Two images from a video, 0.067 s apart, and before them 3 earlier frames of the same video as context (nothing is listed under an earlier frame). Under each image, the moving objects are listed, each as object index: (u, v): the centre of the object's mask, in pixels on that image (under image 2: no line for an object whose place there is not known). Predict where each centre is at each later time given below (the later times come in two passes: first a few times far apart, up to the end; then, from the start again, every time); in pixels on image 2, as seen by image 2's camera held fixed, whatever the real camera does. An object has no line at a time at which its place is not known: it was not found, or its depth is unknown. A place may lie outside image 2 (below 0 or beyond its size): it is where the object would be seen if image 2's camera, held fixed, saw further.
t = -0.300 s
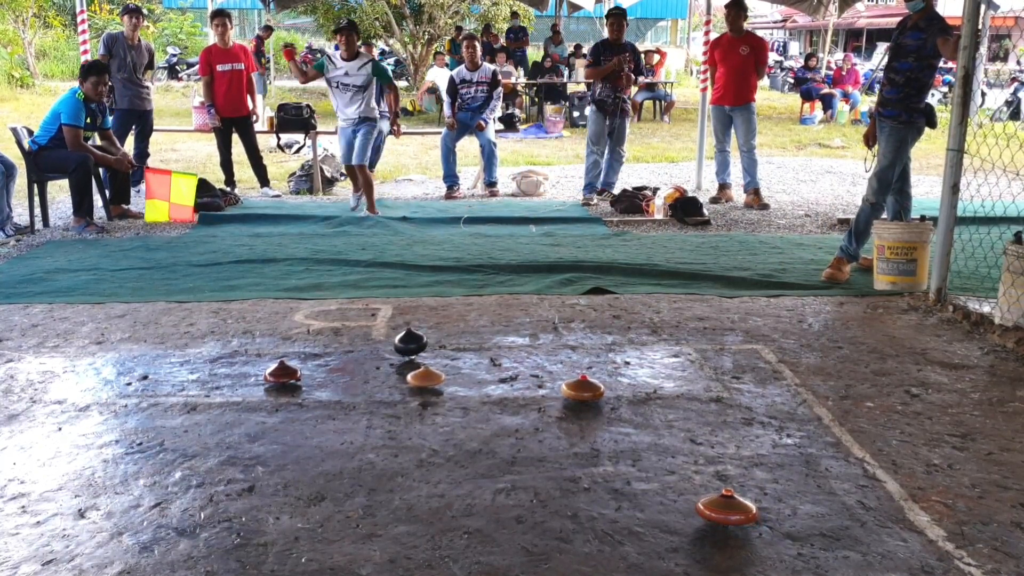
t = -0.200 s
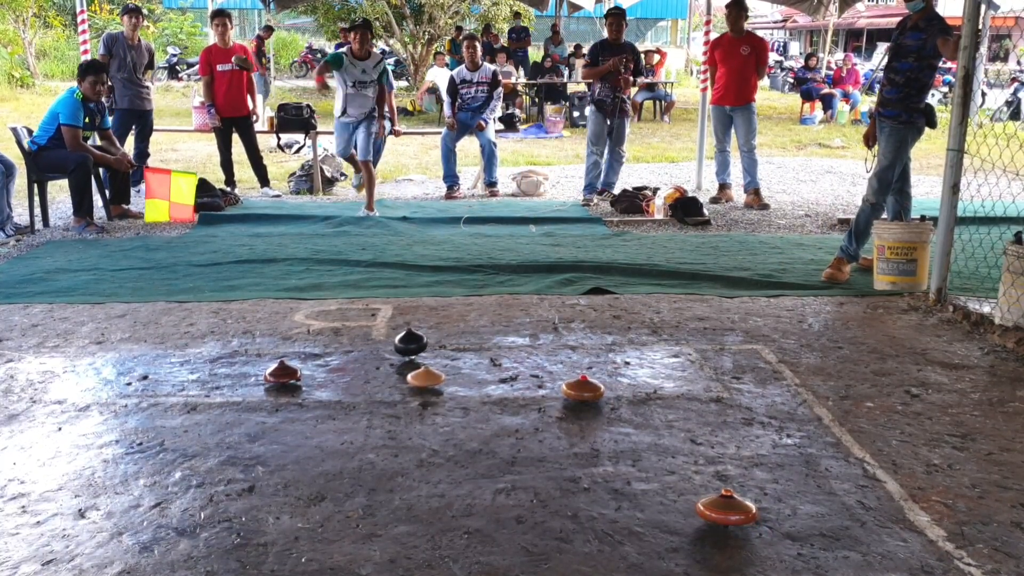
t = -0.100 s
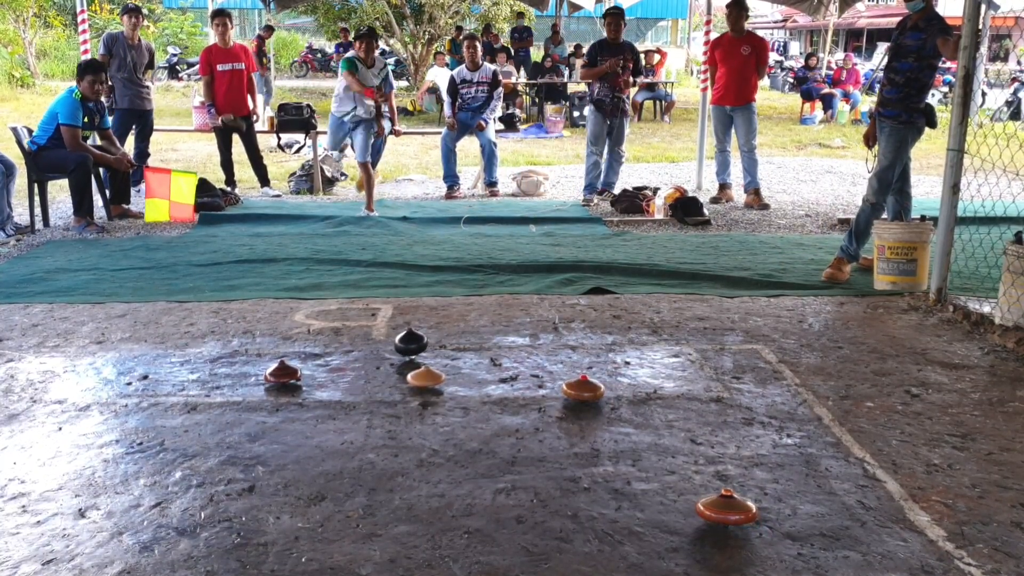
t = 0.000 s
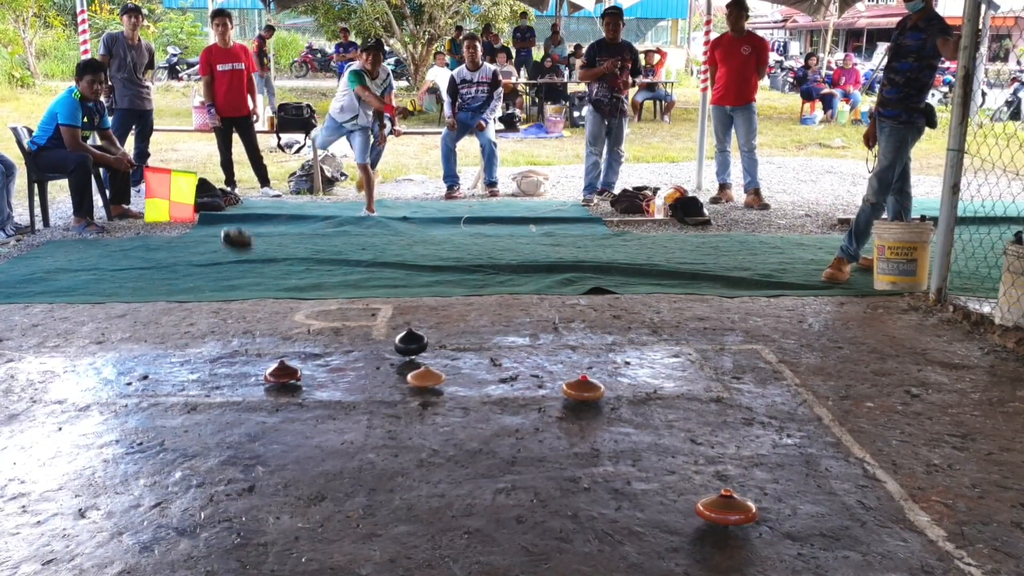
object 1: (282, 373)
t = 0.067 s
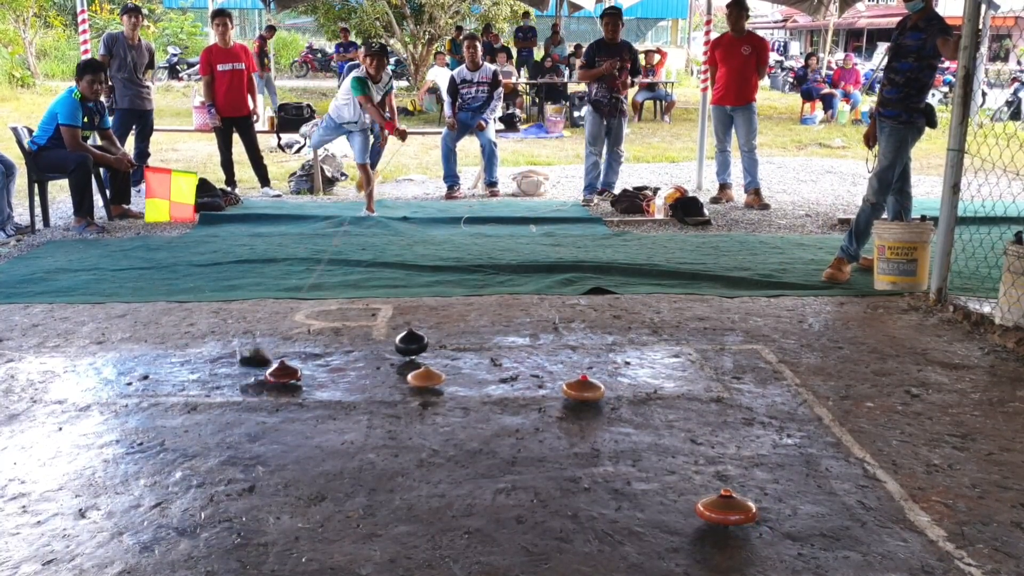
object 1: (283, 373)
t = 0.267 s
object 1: (395, 381)
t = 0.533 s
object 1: (490, 427)
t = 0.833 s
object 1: (521, 440)
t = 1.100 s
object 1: (534, 445)
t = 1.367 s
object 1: (544, 447)
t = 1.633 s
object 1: (546, 448)
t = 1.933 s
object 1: (546, 448)
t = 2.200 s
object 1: (546, 449)
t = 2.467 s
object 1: (545, 449)
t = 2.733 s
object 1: (545, 449)
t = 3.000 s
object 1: (545, 450)
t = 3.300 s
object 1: (545, 450)
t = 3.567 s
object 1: (546, 451)
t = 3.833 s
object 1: (546, 451)
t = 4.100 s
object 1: (546, 452)
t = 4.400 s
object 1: (546, 452)
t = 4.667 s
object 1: (546, 453)
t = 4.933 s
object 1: (547, 453)
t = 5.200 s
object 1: (547, 453)
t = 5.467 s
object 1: (548, 453)
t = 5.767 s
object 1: (548, 453)
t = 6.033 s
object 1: (548, 453)
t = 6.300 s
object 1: (548, 453)
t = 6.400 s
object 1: (548, 453)
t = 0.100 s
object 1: (297, 368)
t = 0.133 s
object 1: (315, 364)
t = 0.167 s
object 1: (334, 364)
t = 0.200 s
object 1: (354, 366)
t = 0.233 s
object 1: (375, 372)
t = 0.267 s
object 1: (395, 381)
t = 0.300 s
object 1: (417, 393)
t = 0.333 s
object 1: (440, 409)
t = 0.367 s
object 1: (453, 413)
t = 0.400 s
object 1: (462, 413)
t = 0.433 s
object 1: (471, 417)
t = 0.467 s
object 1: (480, 422)
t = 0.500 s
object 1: (485, 423)
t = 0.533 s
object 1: (490, 427)
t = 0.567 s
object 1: (495, 429)
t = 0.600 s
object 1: (499, 431)
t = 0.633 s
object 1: (502, 433)
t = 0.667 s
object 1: (506, 435)
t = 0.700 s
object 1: (509, 436)
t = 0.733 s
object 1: (512, 438)
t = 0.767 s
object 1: (515, 439)
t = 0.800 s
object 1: (518, 440)
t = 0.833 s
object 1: (521, 440)
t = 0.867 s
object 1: (523, 441)
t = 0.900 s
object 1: (525, 442)
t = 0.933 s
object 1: (527, 443)
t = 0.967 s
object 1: (529, 443)
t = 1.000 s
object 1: (530, 444)
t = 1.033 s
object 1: (531, 444)
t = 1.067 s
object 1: (533, 445)
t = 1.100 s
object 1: (534, 445)
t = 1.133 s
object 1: (535, 446)
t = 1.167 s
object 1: (537, 446)
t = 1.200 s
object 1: (538, 447)
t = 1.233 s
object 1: (540, 447)
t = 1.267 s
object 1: (541, 447)
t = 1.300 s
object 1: (542, 447)
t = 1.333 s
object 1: (543, 447)
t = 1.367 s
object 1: (544, 447)
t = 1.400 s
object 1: (545, 448)
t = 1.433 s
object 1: (546, 448)
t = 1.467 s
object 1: (546, 448)
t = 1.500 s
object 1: (546, 448)
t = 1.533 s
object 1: (546, 448)
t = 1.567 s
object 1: (546, 448)
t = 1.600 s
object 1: (546, 448)
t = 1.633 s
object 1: (546, 448)
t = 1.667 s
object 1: (546, 448)
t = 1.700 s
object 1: (546, 448)
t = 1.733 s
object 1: (546, 448)
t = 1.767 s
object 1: (546, 448)
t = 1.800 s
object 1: (546, 448)
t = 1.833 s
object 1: (546, 448)
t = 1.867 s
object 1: (546, 448)
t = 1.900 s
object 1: (546, 448)
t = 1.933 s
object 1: (546, 448)
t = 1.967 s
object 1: (546, 448)
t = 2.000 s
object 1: (546, 448)
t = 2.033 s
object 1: (546, 448)
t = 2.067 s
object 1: (546, 448)
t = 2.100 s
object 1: (546, 448)
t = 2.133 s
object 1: (546, 448)
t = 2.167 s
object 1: (546, 449)
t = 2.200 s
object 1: (546, 449)
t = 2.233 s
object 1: (546, 449)
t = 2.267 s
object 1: (545, 449)
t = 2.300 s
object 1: (545, 449)
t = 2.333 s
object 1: (546, 448)
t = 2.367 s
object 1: (545, 449)
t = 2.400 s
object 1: (545, 449)
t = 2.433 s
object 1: (545, 449)
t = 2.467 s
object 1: (545, 449)
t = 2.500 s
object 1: (545, 449)
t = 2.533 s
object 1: (545, 449)
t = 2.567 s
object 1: (545, 449)
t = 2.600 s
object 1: (545, 449)
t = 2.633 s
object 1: (545, 449)
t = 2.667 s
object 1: (545, 449)
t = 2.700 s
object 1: (545, 449)
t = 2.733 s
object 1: (545, 449)
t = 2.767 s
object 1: (545, 450)
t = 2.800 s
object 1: (545, 450)
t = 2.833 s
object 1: (545, 450)
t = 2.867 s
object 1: (545, 450)
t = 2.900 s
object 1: (545, 450)
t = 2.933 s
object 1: (545, 450)
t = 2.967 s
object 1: (545, 450)
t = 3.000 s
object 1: (545, 450)
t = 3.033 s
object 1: (545, 450)
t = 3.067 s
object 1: (545, 450)
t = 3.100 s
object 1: (545, 450)
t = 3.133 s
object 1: (545, 450)
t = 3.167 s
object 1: (545, 450)
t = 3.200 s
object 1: (545, 450)
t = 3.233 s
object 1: (545, 450)
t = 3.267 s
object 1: (545, 450)
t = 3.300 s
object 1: (545, 450)
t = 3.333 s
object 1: (545, 450)
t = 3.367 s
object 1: (545, 450)
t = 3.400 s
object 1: (545, 450)
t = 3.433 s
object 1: (545, 450)
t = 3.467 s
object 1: (545, 450)
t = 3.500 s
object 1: (545, 451)
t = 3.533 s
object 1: (546, 451)
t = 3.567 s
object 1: (546, 451)
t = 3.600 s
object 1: (545, 451)
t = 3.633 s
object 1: (545, 451)
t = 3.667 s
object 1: (545, 451)
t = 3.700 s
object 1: (545, 451)
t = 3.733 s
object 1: (545, 451)
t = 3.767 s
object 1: (546, 451)
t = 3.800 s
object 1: (546, 451)
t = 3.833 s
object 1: (546, 451)
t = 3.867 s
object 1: (546, 451)
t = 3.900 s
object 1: (546, 451)
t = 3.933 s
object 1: (546, 452)
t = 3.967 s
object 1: (546, 451)
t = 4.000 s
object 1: (546, 452)
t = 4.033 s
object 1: (546, 452)
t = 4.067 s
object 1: (546, 452)
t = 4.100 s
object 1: (546, 452)
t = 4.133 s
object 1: (546, 452)
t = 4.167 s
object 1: (546, 452)
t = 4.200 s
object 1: (546, 452)
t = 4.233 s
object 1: (546, 452)
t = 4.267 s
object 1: (546, 452)
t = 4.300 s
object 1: (546, 452)
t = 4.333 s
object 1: (546, 452)
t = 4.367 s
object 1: (546, 452)
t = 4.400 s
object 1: (546, 452)
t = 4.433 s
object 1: (546, 452)
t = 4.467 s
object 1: (546, 453)
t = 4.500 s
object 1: (546, 452)
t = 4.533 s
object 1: (547, 453)
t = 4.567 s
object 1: (546, 453)
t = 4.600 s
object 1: (546, 453)
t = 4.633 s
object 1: (546, 453)
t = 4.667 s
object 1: (546, 453)
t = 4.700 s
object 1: (546, 453)
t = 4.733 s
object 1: (547, 453)
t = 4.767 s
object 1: (547, 453)
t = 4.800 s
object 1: (547, 453)
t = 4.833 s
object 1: (547, 453)
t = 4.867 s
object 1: (547, 453)
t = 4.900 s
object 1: (547, 453)
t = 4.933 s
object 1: (547, 453)
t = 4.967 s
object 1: (547, 453)
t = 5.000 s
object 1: (547, 453)
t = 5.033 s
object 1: (547, 453)
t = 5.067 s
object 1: (547, 453)
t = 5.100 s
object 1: (547, 453)
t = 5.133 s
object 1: (547, 453)
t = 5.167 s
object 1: (547, 453)
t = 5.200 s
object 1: (547, 453)
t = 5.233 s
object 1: (547, 453)
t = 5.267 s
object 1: (547, 453)
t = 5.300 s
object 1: (548, 453)
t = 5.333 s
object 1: (548, 453)
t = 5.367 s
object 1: (548, 453)
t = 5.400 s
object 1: (548, 453)
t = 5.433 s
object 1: (548, 453)
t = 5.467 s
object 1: (548, 453)
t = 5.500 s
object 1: (548, 453)
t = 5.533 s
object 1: (548, 453)
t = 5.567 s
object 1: (548, 453)
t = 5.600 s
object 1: (548, 453)
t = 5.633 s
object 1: (548, 453)
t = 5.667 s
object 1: (548, 453)
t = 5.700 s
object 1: (548, 453)
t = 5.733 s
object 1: (548, 453)
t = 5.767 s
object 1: (548, 453)
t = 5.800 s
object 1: (548, 453)
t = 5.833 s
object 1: (548, 453)
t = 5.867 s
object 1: (548, 453)
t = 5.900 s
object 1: (548, 453)
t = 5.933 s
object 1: (548, 453)
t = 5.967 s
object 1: (548, 453)
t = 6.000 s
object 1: (548, 453)
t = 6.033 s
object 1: (548, 453)
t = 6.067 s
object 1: (548, 453)
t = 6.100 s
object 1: (548, 453)
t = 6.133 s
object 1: (548, 453)
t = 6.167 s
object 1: (548, 453)
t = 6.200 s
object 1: (548, 453)
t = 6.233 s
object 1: (548, 453)
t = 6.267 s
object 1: (548, 453)
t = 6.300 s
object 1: (548, 453)
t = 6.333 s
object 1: (548, 453)
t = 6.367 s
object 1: (548, 453)
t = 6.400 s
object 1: (548, 453)
